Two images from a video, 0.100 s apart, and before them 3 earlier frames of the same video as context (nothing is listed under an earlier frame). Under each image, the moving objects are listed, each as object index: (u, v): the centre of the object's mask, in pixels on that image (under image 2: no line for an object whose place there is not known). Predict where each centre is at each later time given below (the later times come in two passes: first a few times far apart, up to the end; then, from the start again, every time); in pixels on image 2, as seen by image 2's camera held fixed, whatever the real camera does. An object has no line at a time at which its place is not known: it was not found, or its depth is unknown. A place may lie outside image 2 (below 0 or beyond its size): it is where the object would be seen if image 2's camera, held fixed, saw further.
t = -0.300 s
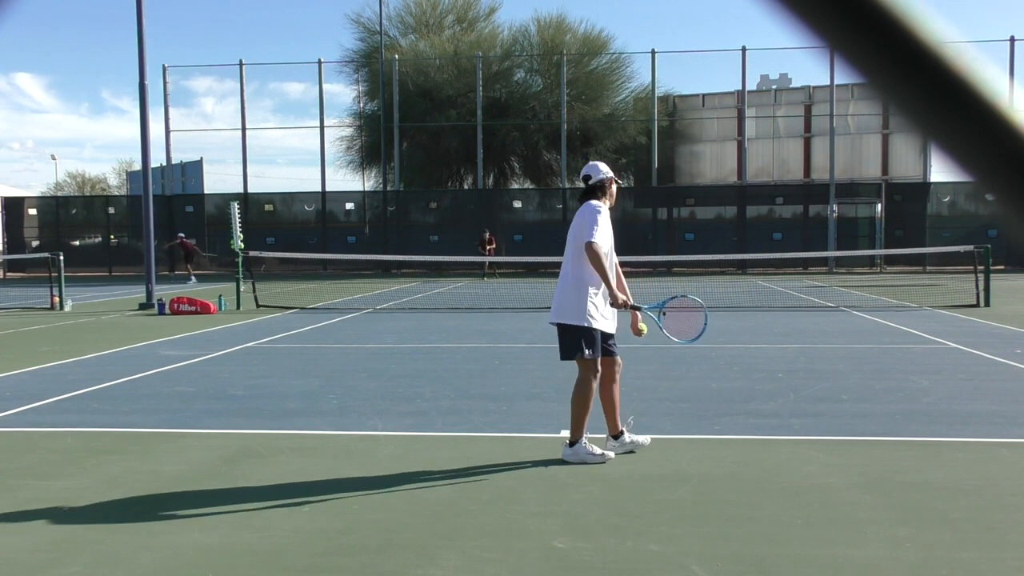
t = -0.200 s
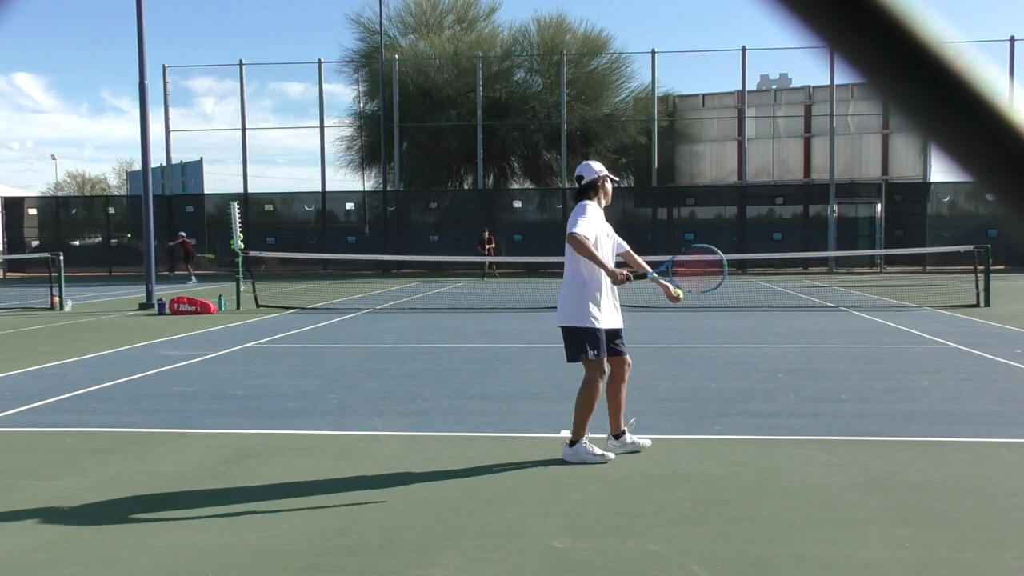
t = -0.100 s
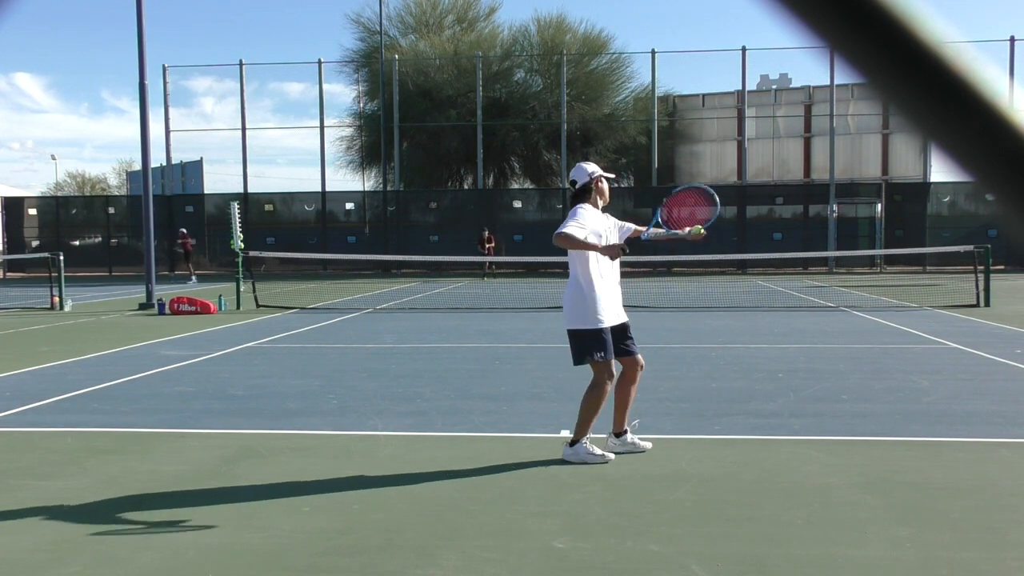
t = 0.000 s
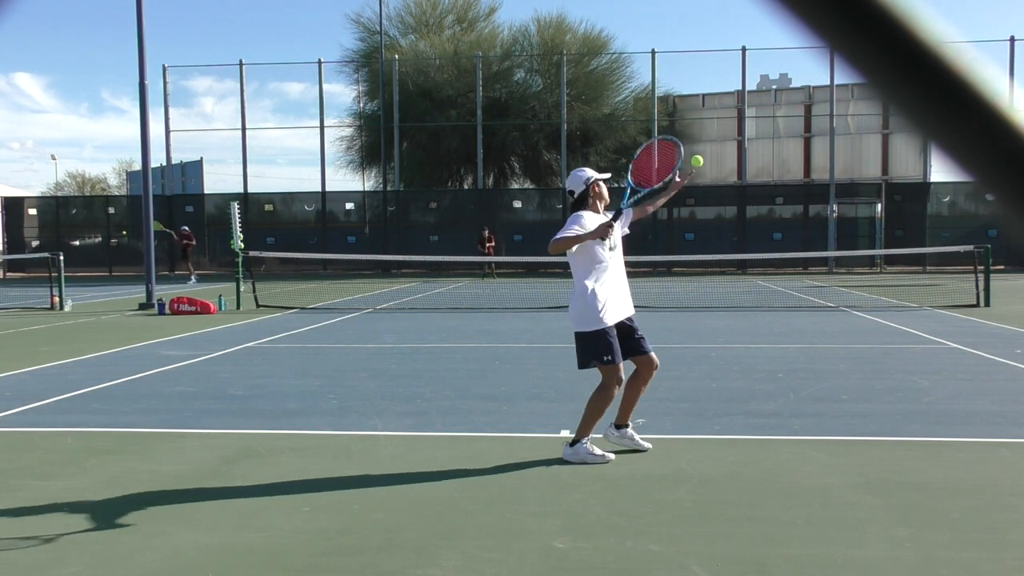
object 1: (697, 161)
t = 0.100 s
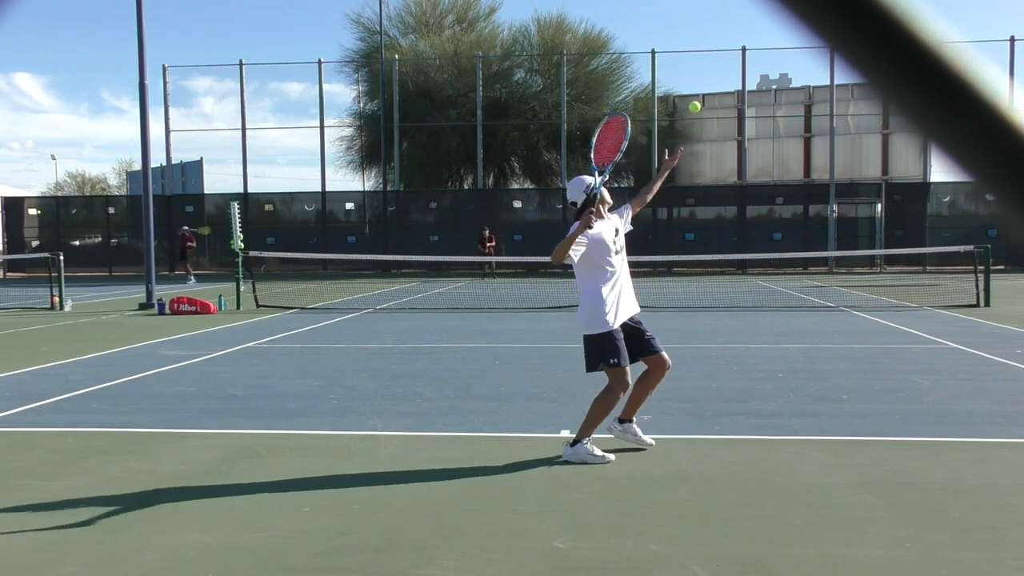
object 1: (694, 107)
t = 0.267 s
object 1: (690, 53)
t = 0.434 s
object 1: (686, 45)
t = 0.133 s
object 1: (694, 92)
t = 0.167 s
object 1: (692, 80)
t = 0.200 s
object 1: (691, 69)
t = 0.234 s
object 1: (690, 58)
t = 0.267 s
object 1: (690, 53)
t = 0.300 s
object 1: (689, 48)
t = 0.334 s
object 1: (689, 45)
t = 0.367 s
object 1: (688, 43)
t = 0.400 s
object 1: (687, 43)
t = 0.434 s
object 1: (686, 45)
